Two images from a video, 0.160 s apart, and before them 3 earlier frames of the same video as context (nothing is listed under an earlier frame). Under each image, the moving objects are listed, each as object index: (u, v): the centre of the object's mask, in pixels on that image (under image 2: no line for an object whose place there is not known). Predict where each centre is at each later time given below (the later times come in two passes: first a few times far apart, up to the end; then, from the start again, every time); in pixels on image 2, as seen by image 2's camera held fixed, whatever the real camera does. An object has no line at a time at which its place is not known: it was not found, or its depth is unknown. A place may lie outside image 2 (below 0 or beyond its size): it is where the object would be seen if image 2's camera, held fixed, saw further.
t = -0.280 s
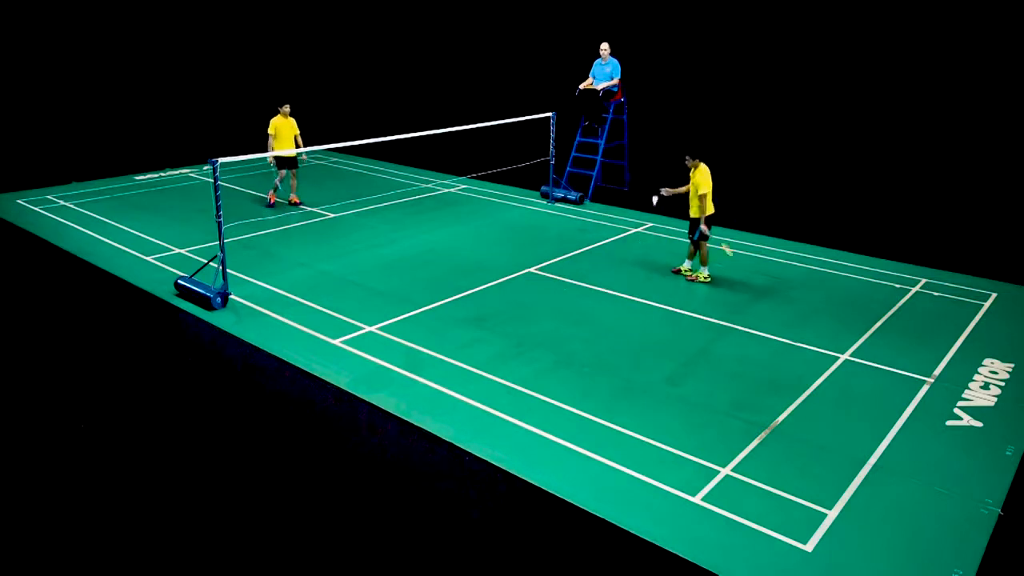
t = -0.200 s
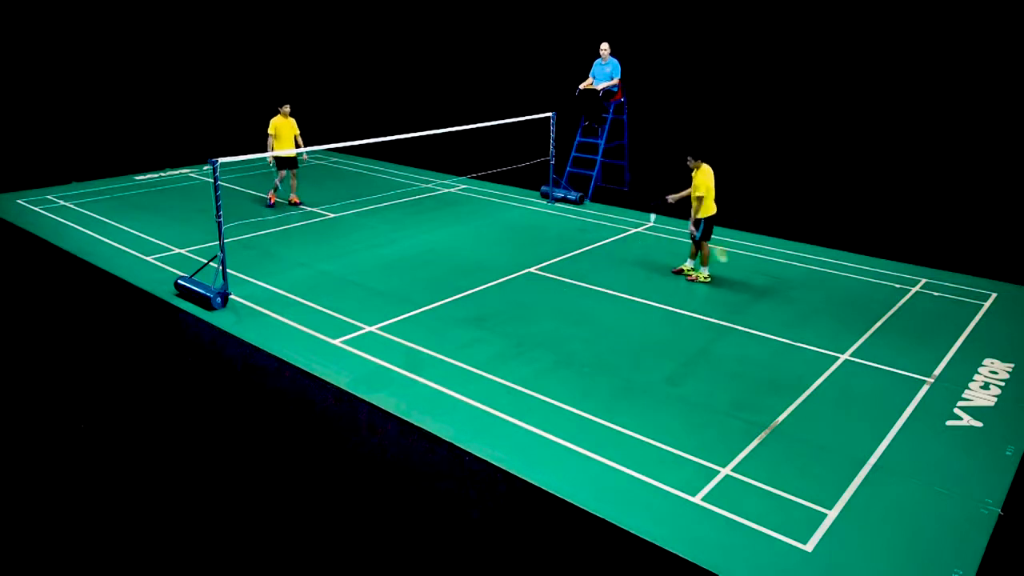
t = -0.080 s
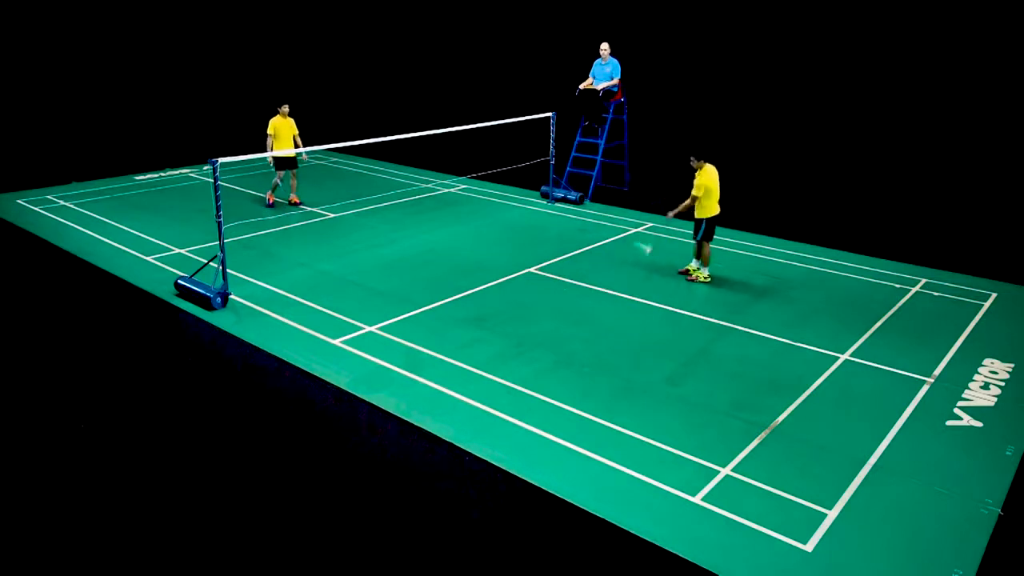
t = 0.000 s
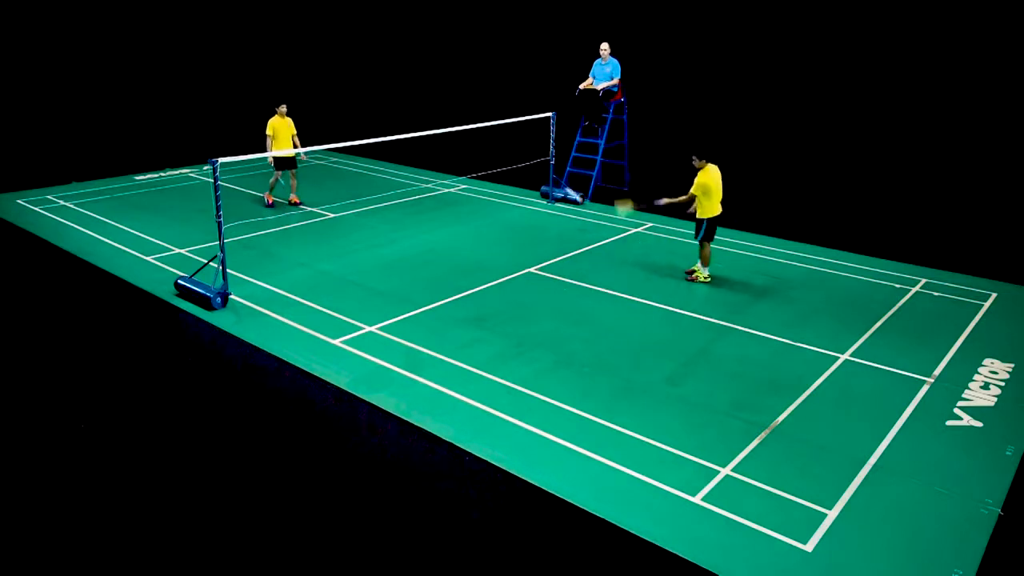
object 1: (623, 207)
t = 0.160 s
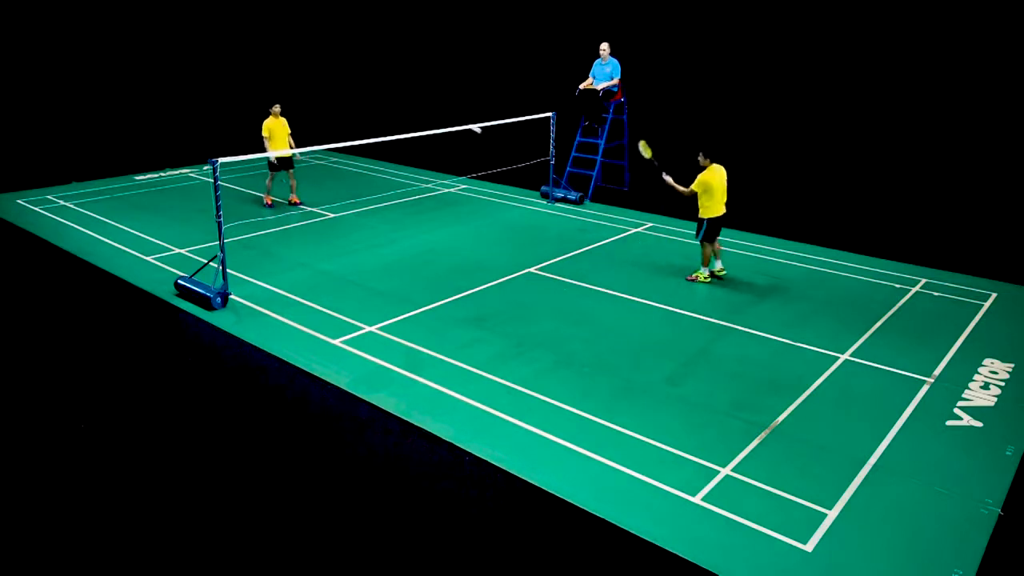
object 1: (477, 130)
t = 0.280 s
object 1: (424, 104)
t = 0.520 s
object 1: (352, 95)
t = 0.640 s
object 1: (327, 104)
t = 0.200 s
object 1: (456, 118)
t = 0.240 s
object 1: (439, 110)
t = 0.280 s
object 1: (424, 104)
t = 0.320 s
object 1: (409, 99)
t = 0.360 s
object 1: (396, 96)
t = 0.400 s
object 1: (384, 94)
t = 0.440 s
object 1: (372, 93)
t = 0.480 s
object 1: (362, 93)
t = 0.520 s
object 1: (352, 95)
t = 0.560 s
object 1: (343, 97)
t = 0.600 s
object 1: (335, 100)
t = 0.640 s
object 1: (327, 104)
